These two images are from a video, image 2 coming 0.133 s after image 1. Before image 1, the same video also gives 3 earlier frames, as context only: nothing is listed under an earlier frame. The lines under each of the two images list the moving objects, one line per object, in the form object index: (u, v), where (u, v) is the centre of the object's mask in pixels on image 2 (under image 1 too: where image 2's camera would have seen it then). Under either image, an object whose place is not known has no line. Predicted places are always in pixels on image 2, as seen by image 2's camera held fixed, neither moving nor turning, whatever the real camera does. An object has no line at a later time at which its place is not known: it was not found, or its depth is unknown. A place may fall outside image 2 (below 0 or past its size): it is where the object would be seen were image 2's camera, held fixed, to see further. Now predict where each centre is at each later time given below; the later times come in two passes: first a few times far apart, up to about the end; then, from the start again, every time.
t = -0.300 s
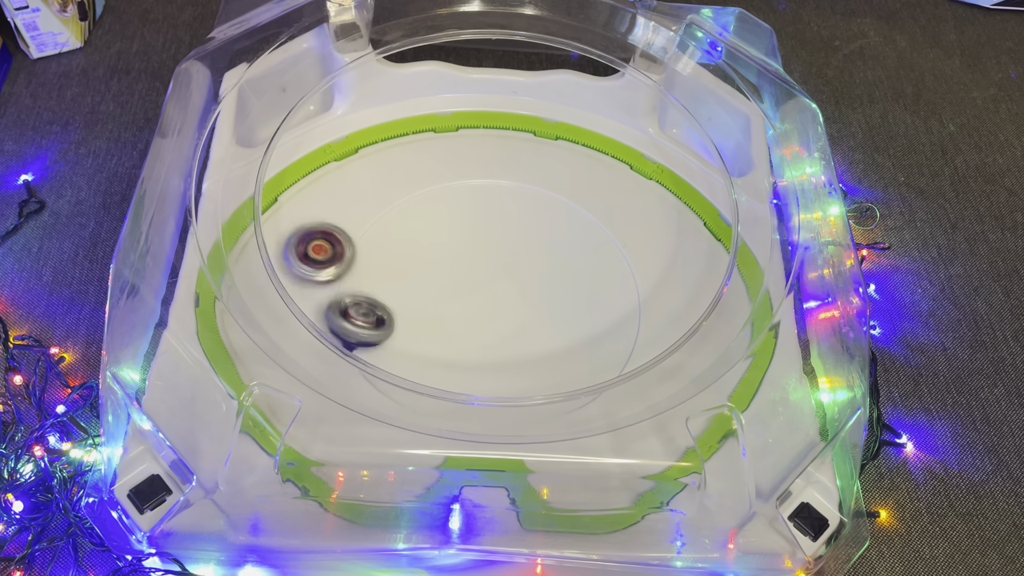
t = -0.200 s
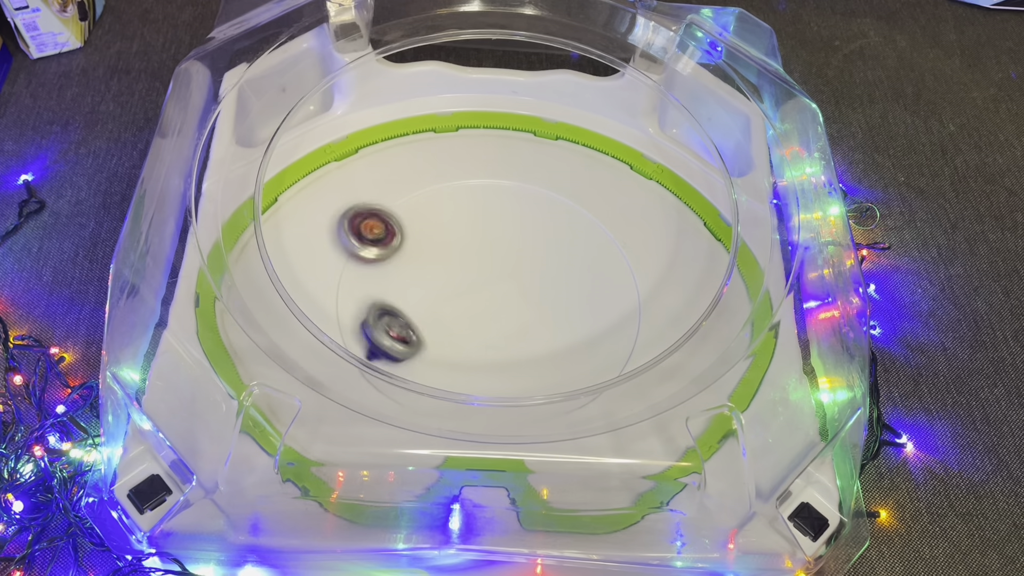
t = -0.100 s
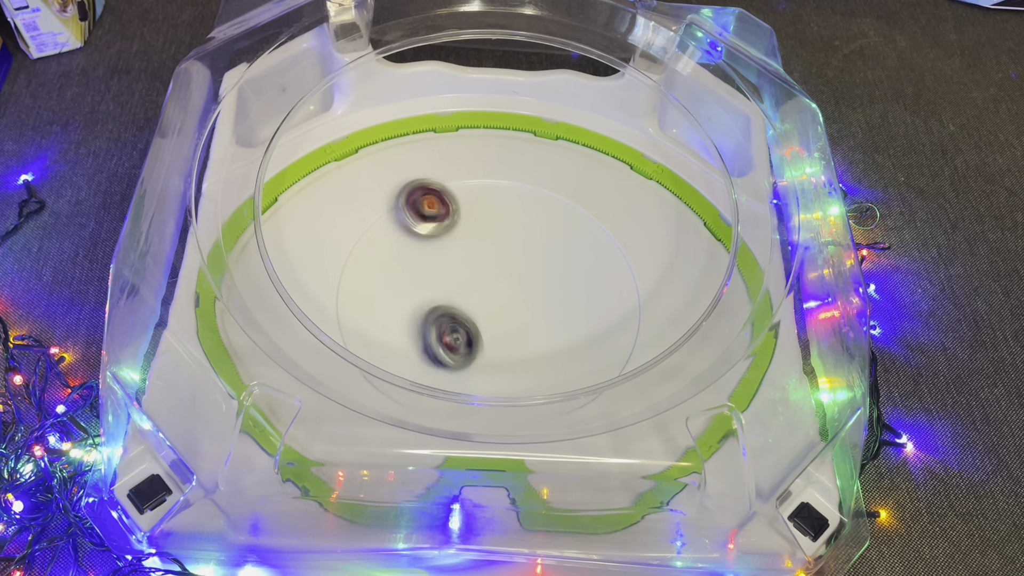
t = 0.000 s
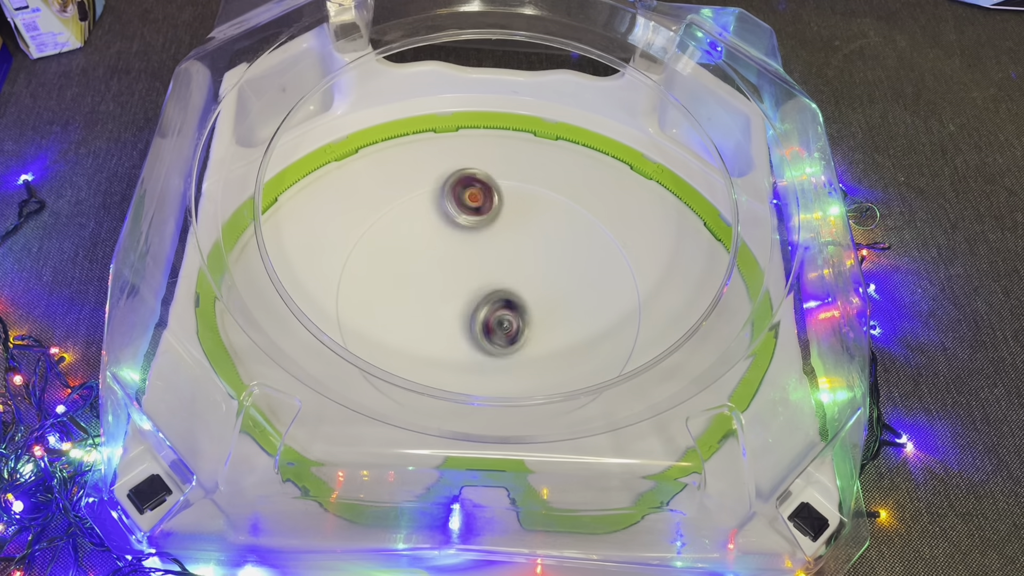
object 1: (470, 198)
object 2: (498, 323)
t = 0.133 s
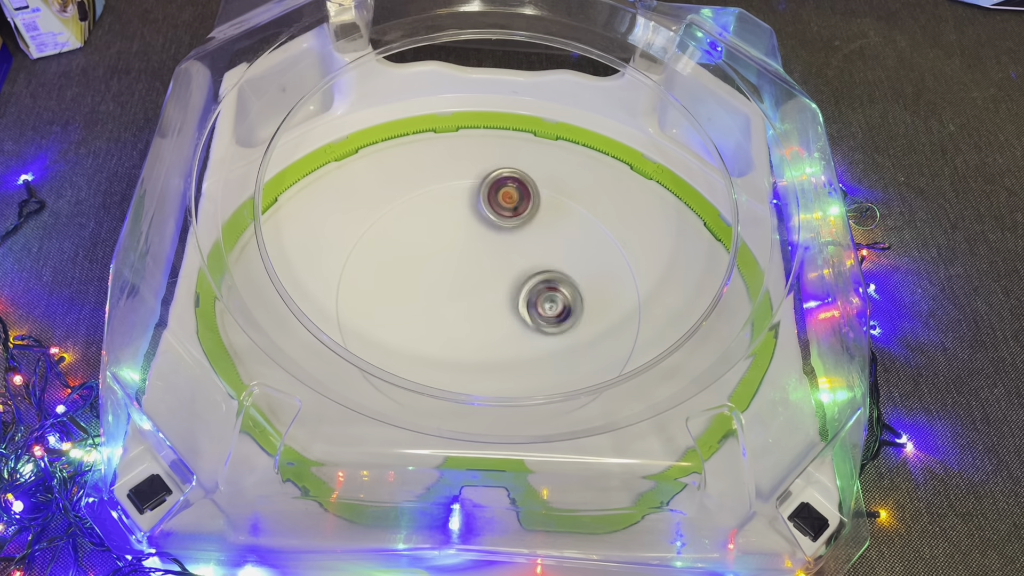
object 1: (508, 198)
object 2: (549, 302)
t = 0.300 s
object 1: (542, 209)
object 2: (592, 304)
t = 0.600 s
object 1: (588, 270)
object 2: (559, 365)
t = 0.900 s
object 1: (596, 354)
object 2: (437, 340)
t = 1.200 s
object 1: (522, 381)
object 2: (450, 248)
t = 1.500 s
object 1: (412, 335)
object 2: (554, 242)
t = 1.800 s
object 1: (370, 277)
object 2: (577, 331)
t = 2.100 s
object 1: (435, 225)
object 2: (463, 352)
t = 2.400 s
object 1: (507, 201)
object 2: (433, 264)
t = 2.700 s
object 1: (642, 233)
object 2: (411, 243)
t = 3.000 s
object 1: (715, 315)
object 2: (442, 333)
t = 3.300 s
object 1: (662, 413)
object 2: (533, 362)
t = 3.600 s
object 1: (519, 406)
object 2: (536, 269)
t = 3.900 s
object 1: (458, 295)
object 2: (488, 202)
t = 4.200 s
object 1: (481, 312)
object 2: (447, 195)
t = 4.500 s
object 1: (535, 327)
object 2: (466, 281)
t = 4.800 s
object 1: (568, 364)
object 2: (418, 312)
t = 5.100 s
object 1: (492, 318)
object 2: (412, 293)
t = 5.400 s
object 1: (456, 293)
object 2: (438, 237)
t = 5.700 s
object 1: (471, 297)
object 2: (459, 247)
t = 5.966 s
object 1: (507, 301)
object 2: (487, 243)
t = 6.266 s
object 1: (493, 322)
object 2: (574, 266)
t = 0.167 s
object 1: (515, 199)
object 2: (561, 300)
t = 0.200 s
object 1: (522, 201)
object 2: (570, 299)
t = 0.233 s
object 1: (528, 203)
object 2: (578, 299)
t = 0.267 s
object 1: (536, 205)
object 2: (586, 301)
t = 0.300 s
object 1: (542, 209)
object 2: (592, 304)
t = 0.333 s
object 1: (549, 213)
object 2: (596, 309)
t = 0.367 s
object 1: (556, 218)
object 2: (599, 314)
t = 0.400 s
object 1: (562, 223)
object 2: (599, 321)
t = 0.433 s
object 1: (567, 229)
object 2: (598, 327)
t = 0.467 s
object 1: (572, 236)
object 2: (595, 335)
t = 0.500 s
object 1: (577, 244)
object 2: (590, 343)
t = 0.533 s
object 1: (582, 252)
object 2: (581, 351)
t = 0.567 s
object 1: (584, 261)
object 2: (571, 358)
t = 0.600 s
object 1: (588, 270)
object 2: (559, 365)
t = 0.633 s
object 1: (593, 280)
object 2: (545, 370)
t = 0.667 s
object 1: (596, 290)
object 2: (530, 372)
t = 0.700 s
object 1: (599, 300)
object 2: (515, 373)
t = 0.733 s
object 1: (600, 310)
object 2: (499, 372)
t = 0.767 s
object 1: (601, 319)
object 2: (484, 369)
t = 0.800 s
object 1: (601, 328)
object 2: (469, 365)
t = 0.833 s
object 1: (600, 338)
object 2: (457, 358)
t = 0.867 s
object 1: (598, 346)
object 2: (446, 350)
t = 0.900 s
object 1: (596, 354)
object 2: (437, 340)
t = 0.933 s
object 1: (592, 360)
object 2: (430, 330)
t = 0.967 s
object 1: (588, 367)
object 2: (426, 319)
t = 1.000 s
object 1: (582, 373)
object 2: (424, 307)
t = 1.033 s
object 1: (575, 378)
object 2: (423, 296)
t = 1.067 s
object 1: (566, 381)
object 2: (425, 285)
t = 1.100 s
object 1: (556, 384)
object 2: (428, 274)
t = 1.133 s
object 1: (546, 384)
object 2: (434, 265)
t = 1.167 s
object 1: (534, 383)
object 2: (441, 256)
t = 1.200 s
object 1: (522, 381)
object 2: (450, 248)
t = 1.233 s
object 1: (510, 376)
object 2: (460, 241)
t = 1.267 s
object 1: (497, 372)
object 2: (471, 236)
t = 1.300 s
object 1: (484, 369)
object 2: (483, 232)
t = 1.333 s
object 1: (471, 365)
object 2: (495, 230)
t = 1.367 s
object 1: (457, 359)
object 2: (508, 229)
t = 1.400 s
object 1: (445, 354)
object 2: (520, 230)
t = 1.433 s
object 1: (433, 348)
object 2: (532, 233)
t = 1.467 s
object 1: (422, 341)
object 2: (543, 237)
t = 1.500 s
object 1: (412, 335)
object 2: (554, 242)
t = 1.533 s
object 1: (402, 329)
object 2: (563, 249)
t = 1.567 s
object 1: (393, 323)
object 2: (572, 257)
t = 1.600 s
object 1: (385, 315)
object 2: (579, 267)
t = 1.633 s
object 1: (378, 308)
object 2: (585, 277)
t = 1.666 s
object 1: (373, 302)
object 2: (588, 288)
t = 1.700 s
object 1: (370, 296)
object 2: (588, 298)
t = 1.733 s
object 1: (368, 289)
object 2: (586, 309)
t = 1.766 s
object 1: (368, 283)
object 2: (583, 320)
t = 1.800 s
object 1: (370, 277)
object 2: (577, 331)
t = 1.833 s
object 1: (374, 270)
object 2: (569, 341)
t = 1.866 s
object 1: (379, 265)
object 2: (558, 348)
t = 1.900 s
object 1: (385, 260)
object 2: (546, 355)
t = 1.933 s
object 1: (392, 254)
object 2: (533, 359)
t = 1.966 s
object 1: (400, 248)
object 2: (518, 362)
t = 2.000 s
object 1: (409, 242)
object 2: (504, 362)
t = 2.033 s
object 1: (418, 236)
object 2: (489, 361)
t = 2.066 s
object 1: (427, 230)
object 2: (475, 357)
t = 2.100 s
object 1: (435, 225)
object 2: (463, 352)
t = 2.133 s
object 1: (444, 220)
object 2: (451, 345)
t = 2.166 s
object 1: (453, 215)
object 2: (442, 336)
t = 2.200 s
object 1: (461, 211)
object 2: (434, 327)
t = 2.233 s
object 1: (469, 208)
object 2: (429, 316)
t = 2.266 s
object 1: (477, 205)
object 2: (426, 305)
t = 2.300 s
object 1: (485, 203)
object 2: (424, 295)
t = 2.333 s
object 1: (493, 201)
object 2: (425, 284)
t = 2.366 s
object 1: (500, 200)
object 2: (428, 274)
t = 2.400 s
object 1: (507, 201)
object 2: (433, 264)
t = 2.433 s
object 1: (513, 202)
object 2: (440, 256)
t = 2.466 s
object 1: (519, 205)
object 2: (448, 248)
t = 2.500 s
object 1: (525, 208)
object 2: (458, 241)
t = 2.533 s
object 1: (531, 213)
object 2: (469, 236)
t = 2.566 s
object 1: (556, 215)
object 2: (460, 233)
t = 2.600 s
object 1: (587, 217)
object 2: (442, 233)
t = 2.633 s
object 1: (610, 219)
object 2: (426, 234)
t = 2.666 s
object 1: (626, 227)
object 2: (416, 237)
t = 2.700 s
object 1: (642, 233)
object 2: (411, 243)
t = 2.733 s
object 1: (653, 240)
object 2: (410, 249)
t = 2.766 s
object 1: (664, 247)
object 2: (412, 258)
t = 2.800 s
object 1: (675, 253)
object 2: (415, 269)
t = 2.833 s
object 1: (685, 262)
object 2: (418, 281)
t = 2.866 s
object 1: (693, 271)
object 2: (422, 293)
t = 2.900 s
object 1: (700, 281)
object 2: (425, 303)
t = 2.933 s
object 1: (708, 292)
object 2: (430, 314)
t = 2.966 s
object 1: (714, 304)
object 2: (436, 323)
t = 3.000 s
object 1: (715, 315)
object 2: (442, 333)
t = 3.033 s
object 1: (715, 327)
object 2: (448, 342)
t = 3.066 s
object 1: (715, 339)
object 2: (456, 350)
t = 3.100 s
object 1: (714, 353)
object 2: (465, 358)
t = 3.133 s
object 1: (711, 365)
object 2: (476, 364)
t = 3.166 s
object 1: (705, 376)
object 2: (485, 367)
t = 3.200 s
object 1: (696, 387)
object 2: (499, 370)
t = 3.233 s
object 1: (687, 397)
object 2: (510, 370)
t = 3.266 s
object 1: (676, 406)
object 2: (523, 368)
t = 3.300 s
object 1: (662, 413)
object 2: (533, 362)
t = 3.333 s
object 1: (649, 421)
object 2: (540, 353)
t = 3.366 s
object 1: (633, 425)
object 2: (544, 342)
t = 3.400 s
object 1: (616, 427)
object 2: (545, 332)
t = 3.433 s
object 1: (599, 428)
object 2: (546, 320)
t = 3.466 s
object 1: (583, 427)
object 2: (546, 310)
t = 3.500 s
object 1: (567, 426)
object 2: (545, 299)
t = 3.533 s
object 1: (551, 421)
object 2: (542, 289)
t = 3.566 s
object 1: (534, 414)
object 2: (539, 278)
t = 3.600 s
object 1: (519, 406)
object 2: (536, 269)
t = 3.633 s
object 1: (507, 398)
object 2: (533, 259)
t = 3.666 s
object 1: (495, 387)
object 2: (531, 249)
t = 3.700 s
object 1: (486, 372)
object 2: (528, 241)
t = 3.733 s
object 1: (477, 361)
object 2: (524, 231)
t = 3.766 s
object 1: (471, 348)
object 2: (518, 222)
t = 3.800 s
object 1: (466, 334)
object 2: (512, 214)
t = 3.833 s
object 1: (462, 321)
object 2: (504, 208)
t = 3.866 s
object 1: (459, 308)
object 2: (495, 204)
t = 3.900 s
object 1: (458, 295)
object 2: (488, 202)
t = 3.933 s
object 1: (459, 284)
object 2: (479, 202)
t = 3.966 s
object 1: (461, 272)
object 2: (471, 206)
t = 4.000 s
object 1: (463, 270)
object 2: (464, 203)
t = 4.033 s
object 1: (464, 282)
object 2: (459, 193)
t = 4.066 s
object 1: (465, 292)
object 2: (456, 188)
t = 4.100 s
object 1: (468, 298)
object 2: (452, 185)
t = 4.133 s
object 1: (472, 304)
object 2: (450, 185)
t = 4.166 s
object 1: (477, 309)
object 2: (447, 189)
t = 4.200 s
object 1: (481, 312)
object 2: (447, 195)
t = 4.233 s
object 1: (486, 312)
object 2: (449, 201)
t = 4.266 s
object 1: (492, 312)
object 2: (452, 211)
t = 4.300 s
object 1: (498, 313)
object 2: (454, 221)
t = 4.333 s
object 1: (505, 314)
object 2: (457, 232)
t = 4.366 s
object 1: (511, 316)
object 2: (461, 243)
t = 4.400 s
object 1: (517, 318)
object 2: (464, 253)
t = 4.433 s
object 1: (523, 321)
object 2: (466, 263)
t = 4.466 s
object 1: (529, 324)
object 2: (466, 272)
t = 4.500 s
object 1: (535, 327)
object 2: (466, 281)
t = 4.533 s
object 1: (540, 331)
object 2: (465, 288)
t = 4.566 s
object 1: (545, 336)
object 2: (462, 294)
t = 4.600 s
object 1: (550, 341)
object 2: (458, 300)
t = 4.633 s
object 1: (554, 346)
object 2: (452, 305)
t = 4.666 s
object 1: (558, 353)
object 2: (447, 308)
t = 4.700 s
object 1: (562, 358)
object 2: (442, 311)
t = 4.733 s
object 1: (566, 362)
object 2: (434, 312)
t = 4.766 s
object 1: (568, 364)
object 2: (425, 312)
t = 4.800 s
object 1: (568, 364)
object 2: (418, 312)
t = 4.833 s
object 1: (567, 363)
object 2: (410, 311)
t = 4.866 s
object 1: (563, 360)
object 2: (403, 310)
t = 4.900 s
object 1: (556, 354)
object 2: (397, 308)
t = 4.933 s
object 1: (547, 349)
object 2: (396, 307)
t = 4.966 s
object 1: (537, 342)
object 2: (395, 305)
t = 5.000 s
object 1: (527, 336)
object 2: (396, 302)
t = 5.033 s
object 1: (514, 330)
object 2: (399, 300)
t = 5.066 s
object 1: (503, 324)
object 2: (405, 298)
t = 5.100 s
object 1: (492, 318)
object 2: (412, 293)
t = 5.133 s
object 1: (484, 313)
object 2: (416, 286)
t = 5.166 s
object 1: (484, 312)
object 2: (413, 275)
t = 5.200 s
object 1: (482, 309)
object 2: (413, 264)
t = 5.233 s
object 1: (478, 304)
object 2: (414, 256)
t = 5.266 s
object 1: (473, 298)
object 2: (418, 253)
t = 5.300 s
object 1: (467, 292)
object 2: (423, 249)
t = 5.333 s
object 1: (461, 288)
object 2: (426, 246)
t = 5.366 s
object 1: (458, 291)
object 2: (430, 242)
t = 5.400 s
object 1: (456, 293)
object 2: (438, 237)
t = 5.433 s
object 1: (454, 294)
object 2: (444, 235)
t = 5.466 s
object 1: (453, 294)
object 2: (450, 238)
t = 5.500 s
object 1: (454, 296)
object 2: (457, 238)
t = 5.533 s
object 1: (456, 296)
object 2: (458, 241)
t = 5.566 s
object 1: (457, 295)
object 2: (460, 243)
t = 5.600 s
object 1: (459, 296)
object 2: (457, 246)
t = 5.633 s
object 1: (463, 297)
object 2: (459, 247)
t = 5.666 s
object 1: (467, 297)
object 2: (458, 246)
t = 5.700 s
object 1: (471, 297)
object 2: (459, 247)
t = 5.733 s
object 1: (475, 301)
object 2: (461, 244)
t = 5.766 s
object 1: (479, 304)
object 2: (465, 235)
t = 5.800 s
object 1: (483, 306)
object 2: (468, 232)
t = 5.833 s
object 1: (489, 307)
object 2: (471, 234)
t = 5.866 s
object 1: (494, 307)
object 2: (476, 232)
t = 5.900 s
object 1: (499, 306)
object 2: (480, 234)
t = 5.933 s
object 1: (503, 304)
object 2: (482, 240)
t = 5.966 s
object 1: (507, 301)
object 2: (487, 243)
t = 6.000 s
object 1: (510, 299)
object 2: (491, 247)
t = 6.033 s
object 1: (512, 295)
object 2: (494, 249)
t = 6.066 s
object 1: (506, 299)
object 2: (508, 251)
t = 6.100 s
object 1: (502, 303)
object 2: (524, 257)
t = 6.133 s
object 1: (499, 308)
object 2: (537, 264)
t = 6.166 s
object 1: (496, 312)
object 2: (549, 268)
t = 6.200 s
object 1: (494, 316)
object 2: (561, 268)
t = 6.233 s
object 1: (494, 320)
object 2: (570, 268)
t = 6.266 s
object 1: (493, 322)
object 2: (574, 266)
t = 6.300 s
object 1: (493, 324)
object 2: (575, 266)
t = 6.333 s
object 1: (493, 324)
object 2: (573, 265)
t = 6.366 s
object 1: (493, 324)
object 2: (570, 264)
